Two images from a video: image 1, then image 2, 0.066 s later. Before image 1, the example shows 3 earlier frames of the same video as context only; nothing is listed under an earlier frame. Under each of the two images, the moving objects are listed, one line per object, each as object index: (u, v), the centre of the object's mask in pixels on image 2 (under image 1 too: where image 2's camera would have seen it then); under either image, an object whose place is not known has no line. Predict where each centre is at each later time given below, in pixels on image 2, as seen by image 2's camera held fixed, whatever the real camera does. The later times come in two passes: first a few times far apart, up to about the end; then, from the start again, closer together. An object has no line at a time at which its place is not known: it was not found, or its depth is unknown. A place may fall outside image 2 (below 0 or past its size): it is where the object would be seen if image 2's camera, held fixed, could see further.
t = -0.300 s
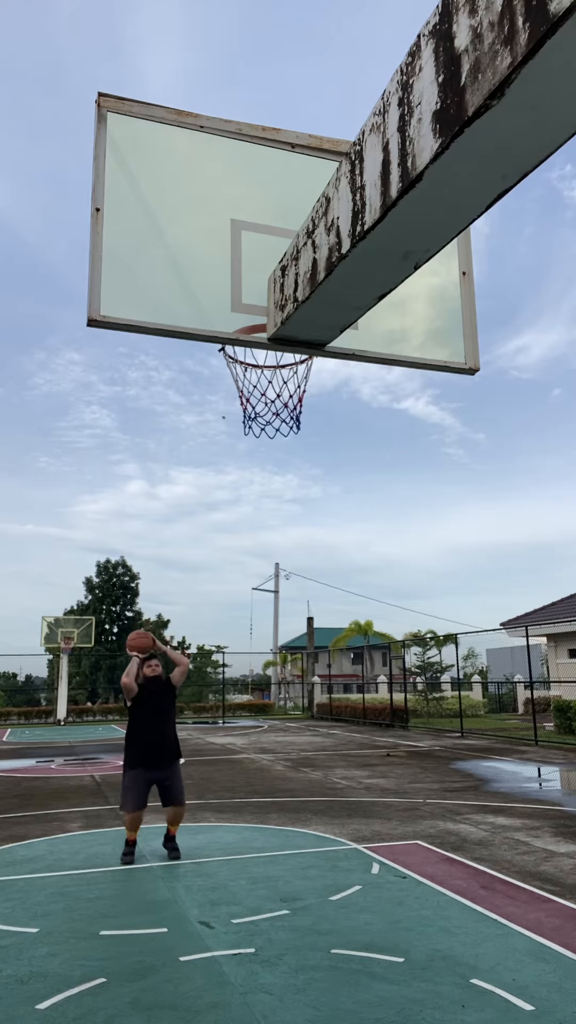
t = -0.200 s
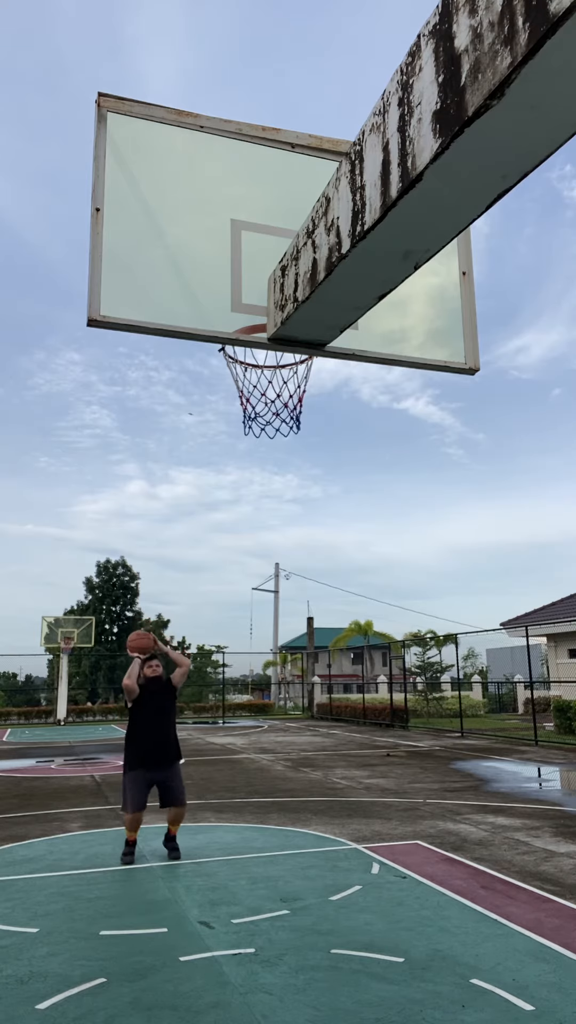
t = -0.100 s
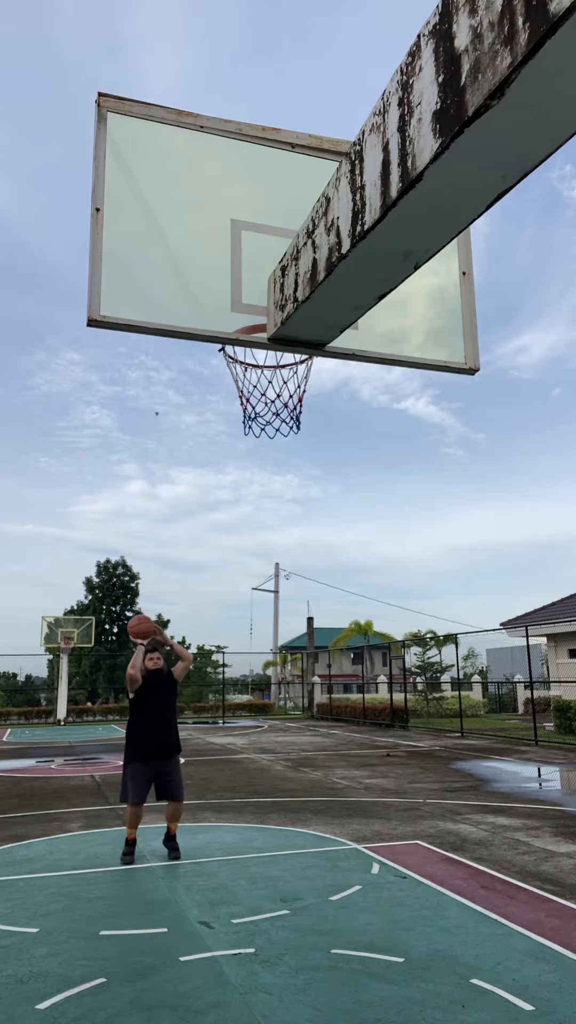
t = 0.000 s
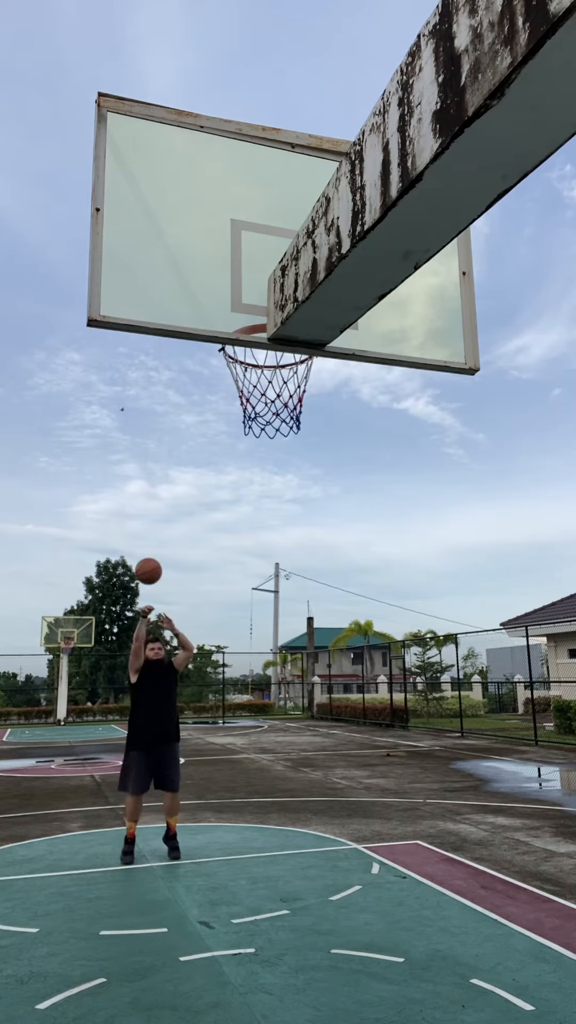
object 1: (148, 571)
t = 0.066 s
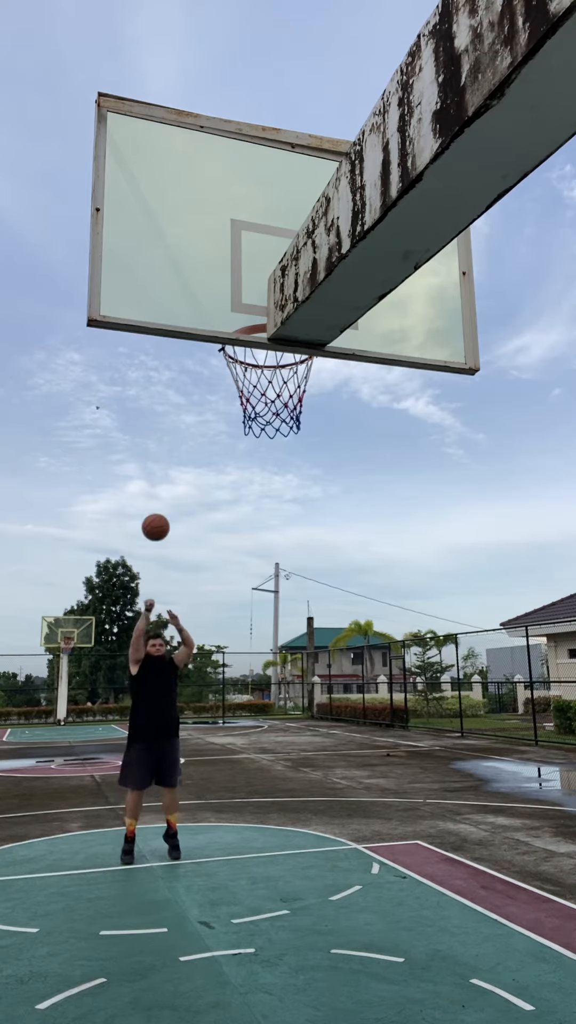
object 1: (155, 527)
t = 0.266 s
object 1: (179, 411)
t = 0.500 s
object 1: (212, 310)
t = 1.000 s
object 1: (270, 360)
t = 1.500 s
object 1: (358, 343)
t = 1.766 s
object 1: (402, 501)
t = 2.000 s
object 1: (453, 764)
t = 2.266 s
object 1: (506, 828)
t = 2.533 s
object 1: (540, 604)
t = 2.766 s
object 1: (565, 538)
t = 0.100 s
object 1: (159, 506)
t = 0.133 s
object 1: (163, 486)
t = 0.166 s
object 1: (167, 467)
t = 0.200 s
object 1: (171, 447)
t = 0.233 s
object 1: (175, 429)
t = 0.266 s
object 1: (179, 411)
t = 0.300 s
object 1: (183, 394)
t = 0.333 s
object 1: (188, 378)
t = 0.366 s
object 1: (192, 363)
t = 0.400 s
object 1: (197, 352)
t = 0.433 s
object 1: (202, 324)
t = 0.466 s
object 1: (207, 318)
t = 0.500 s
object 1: (212, 310)
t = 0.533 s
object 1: (216, 298)
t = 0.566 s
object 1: (219, 288)
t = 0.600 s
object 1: (226, 279)
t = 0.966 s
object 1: (277, 357)
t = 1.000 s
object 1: (270, 360)
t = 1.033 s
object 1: (257, 356)
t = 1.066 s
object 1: (250, 352)
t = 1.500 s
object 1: (358, 343)
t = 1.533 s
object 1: (358, 360)
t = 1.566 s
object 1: (365, 377)
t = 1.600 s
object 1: (372, 388)
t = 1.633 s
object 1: (377, 406)
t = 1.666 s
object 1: (383, 426)
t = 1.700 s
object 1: (390, 449)
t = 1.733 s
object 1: (396, 474)
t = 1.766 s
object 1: (402, 501)
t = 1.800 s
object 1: (409, 531)
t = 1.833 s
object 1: (416, 563)
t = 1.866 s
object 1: (422, 597)
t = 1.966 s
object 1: (444, 718)
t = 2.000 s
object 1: (453, 764)
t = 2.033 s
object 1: (461, 815)
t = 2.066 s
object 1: (470, 869)
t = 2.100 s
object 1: (479, 926)
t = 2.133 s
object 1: (489, 987)
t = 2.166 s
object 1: (494, 965)
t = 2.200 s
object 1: (497, 917)
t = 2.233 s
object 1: (501, 870)
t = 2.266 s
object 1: (506, 828)
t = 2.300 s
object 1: (509, 790)
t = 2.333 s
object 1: (513, 754)
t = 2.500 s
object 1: (535, 622)
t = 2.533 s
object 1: (540, 604)
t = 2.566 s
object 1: (545, 588)
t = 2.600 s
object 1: (550, 574)
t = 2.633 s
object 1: (554, 563)
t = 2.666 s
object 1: (557, 553)
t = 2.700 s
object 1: (560, 546)
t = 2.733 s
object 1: (563, 541)
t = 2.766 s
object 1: (565, 538)
